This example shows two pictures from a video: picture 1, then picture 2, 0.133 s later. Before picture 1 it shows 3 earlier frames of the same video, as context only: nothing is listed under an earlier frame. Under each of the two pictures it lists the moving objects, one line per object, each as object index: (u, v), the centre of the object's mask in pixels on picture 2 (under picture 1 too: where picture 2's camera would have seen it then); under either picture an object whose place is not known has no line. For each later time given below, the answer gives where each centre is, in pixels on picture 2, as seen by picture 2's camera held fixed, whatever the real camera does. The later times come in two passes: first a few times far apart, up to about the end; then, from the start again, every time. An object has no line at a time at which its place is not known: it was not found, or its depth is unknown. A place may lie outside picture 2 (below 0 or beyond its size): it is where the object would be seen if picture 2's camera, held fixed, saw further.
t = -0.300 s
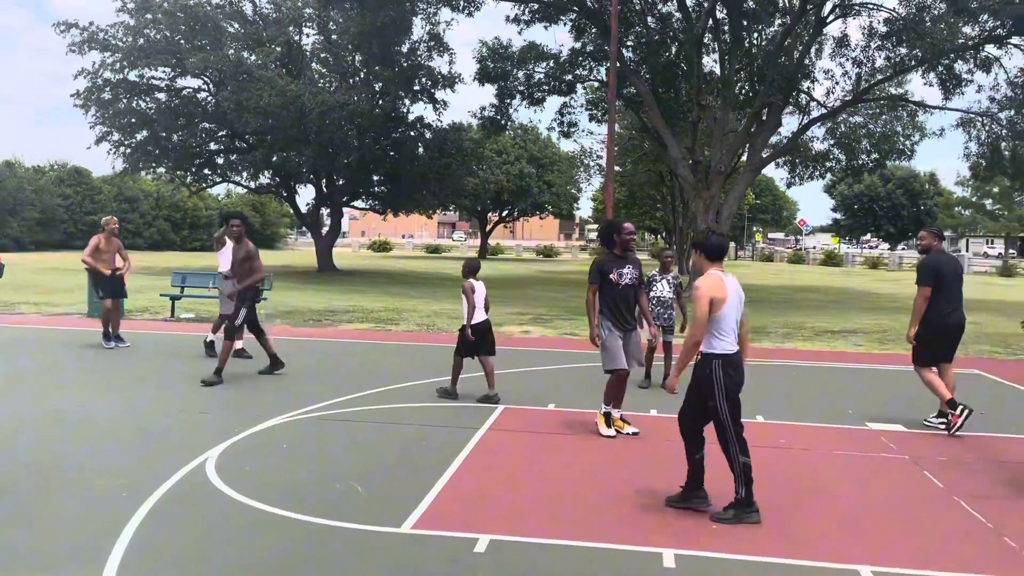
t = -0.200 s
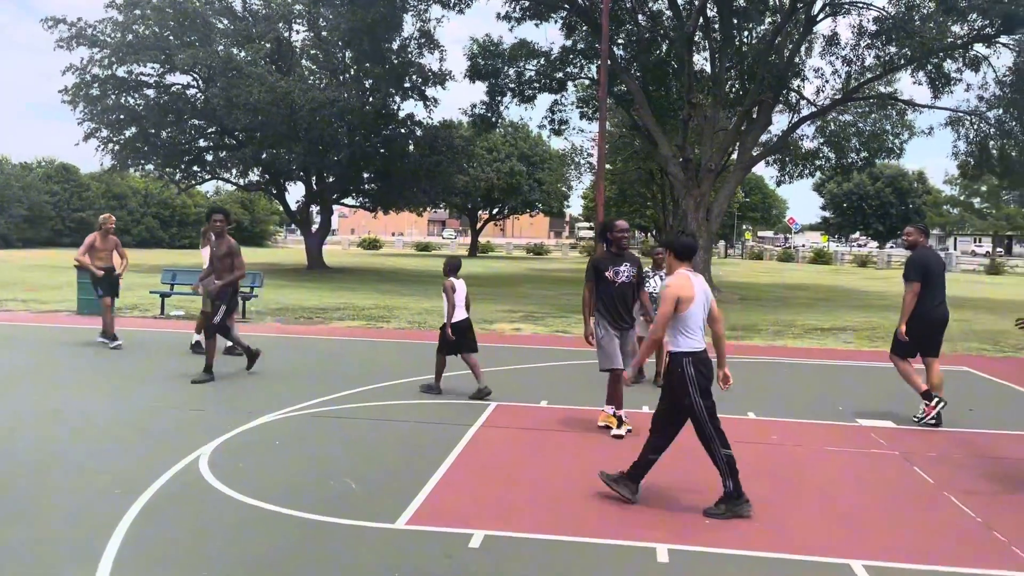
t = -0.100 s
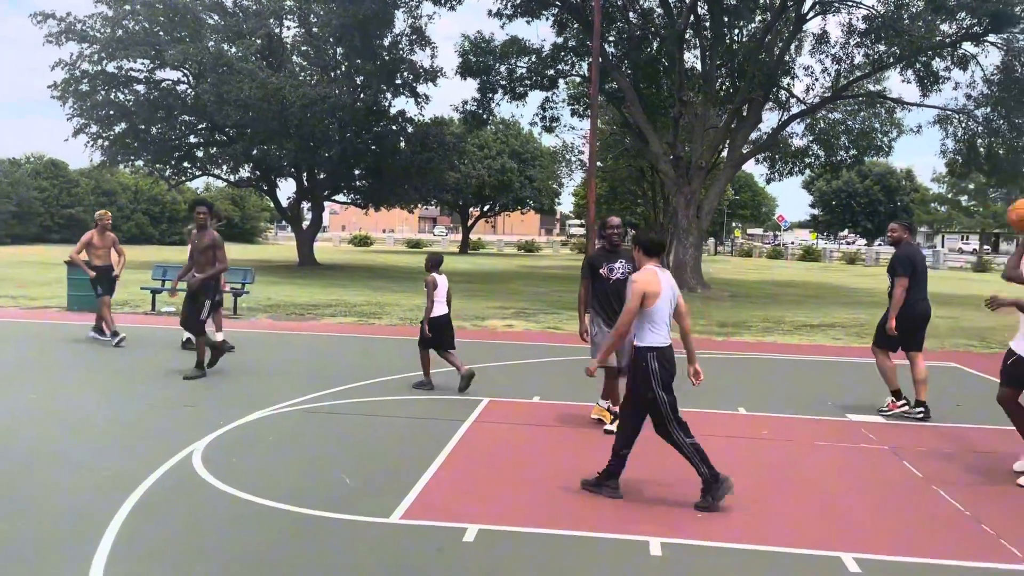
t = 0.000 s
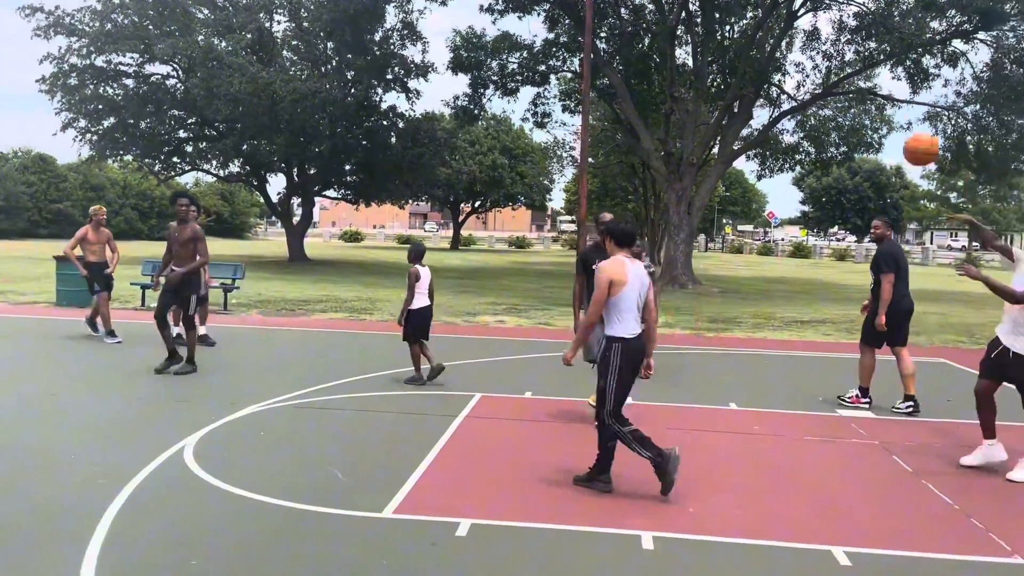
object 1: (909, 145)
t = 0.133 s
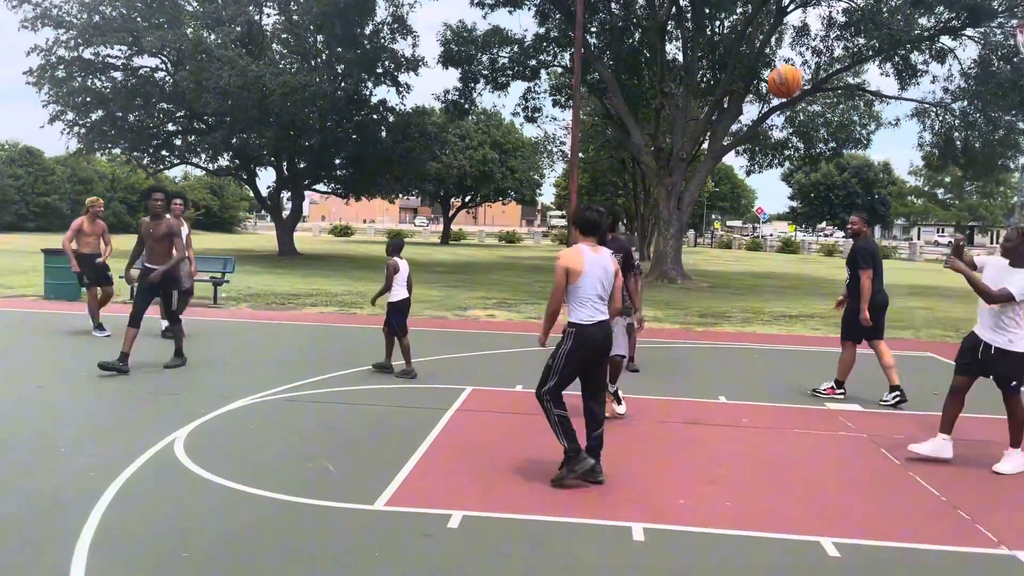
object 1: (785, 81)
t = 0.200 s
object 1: (724, 60)
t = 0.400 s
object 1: (546, 32)
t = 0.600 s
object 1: (377, 58)
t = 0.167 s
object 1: (754, 70)
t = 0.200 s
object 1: (724, 60)
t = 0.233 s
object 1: (693, 50)
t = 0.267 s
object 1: (663, 44)
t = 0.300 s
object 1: (633, 40)
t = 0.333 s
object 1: (604, 35)
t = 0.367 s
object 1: (575, 33)
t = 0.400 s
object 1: (546, 32)
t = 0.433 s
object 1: (517, 33)
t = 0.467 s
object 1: (488, 34)
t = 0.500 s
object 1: (460, 40)
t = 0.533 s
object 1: (431, 44)
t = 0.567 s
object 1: (404, 51)
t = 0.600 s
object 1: (377, 58)
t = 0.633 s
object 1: (349, 68)
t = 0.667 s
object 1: (322, 79)
